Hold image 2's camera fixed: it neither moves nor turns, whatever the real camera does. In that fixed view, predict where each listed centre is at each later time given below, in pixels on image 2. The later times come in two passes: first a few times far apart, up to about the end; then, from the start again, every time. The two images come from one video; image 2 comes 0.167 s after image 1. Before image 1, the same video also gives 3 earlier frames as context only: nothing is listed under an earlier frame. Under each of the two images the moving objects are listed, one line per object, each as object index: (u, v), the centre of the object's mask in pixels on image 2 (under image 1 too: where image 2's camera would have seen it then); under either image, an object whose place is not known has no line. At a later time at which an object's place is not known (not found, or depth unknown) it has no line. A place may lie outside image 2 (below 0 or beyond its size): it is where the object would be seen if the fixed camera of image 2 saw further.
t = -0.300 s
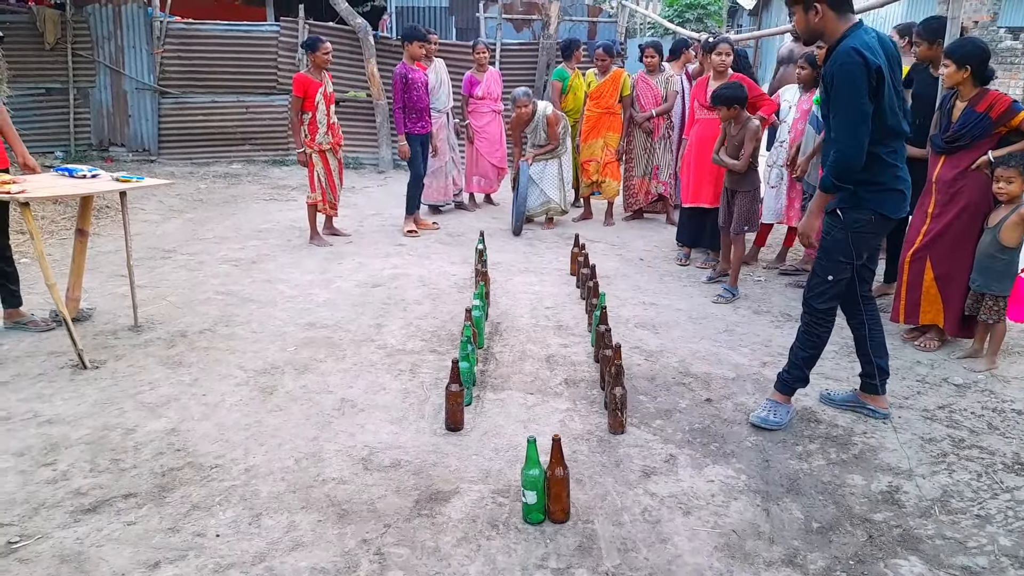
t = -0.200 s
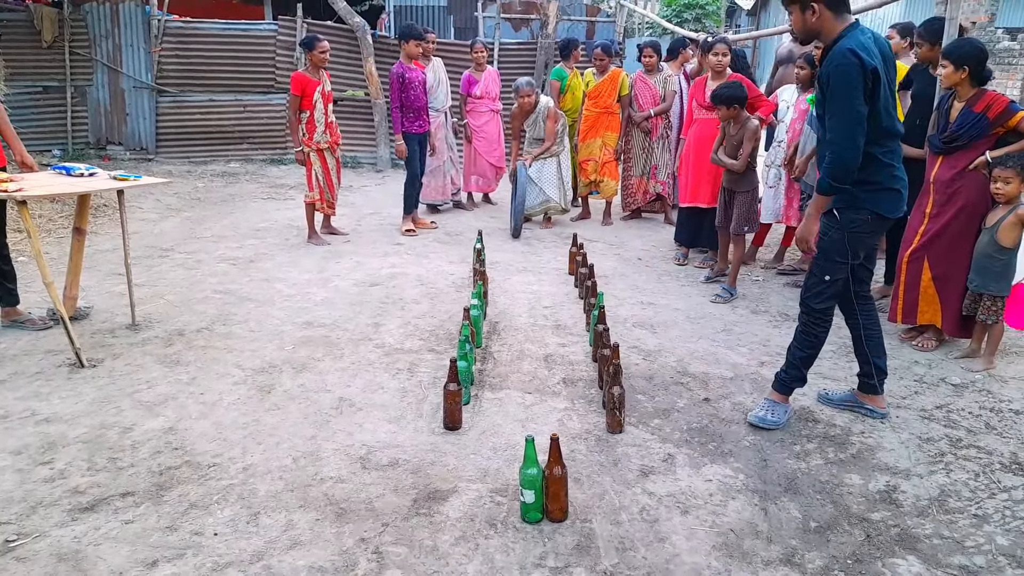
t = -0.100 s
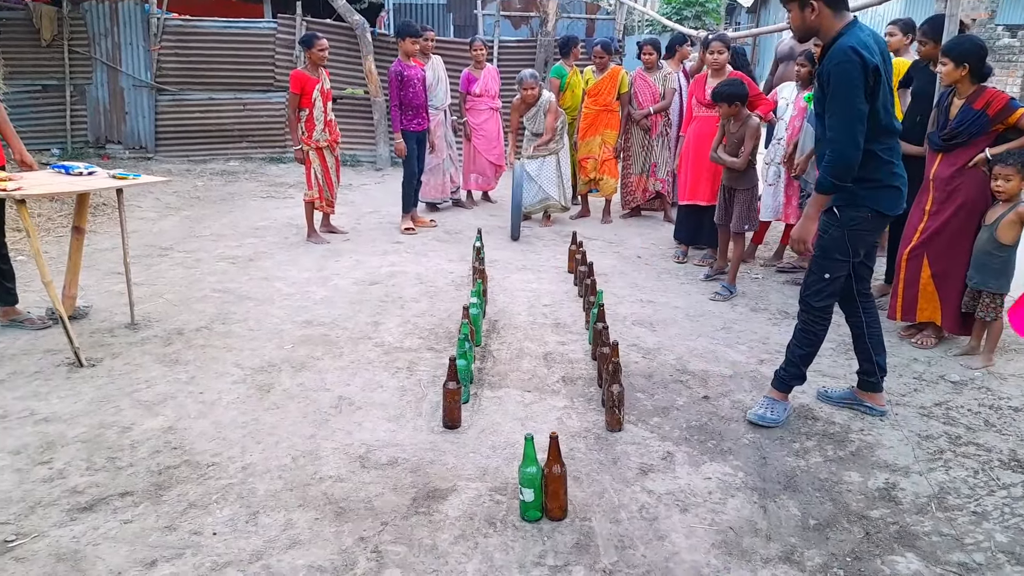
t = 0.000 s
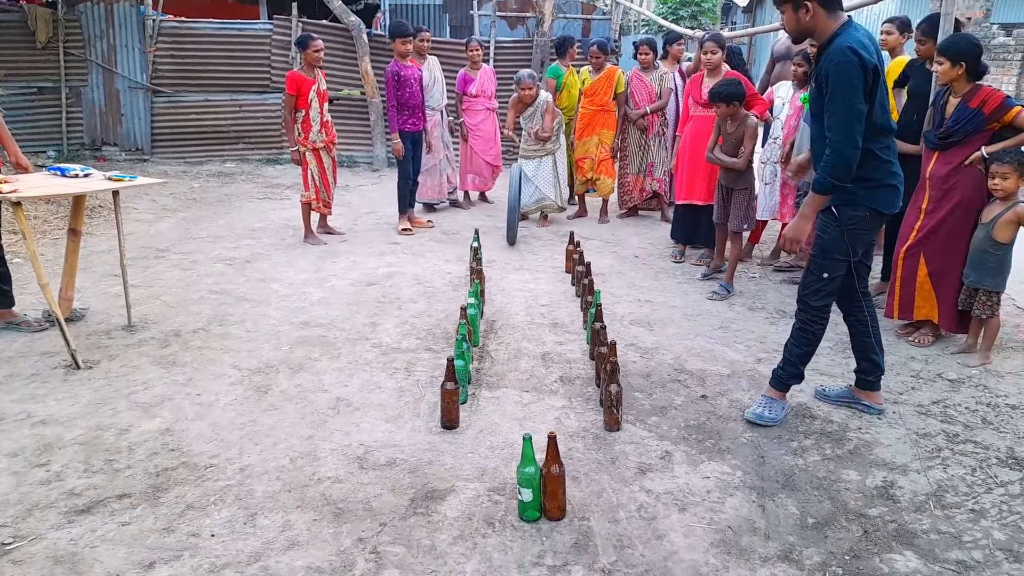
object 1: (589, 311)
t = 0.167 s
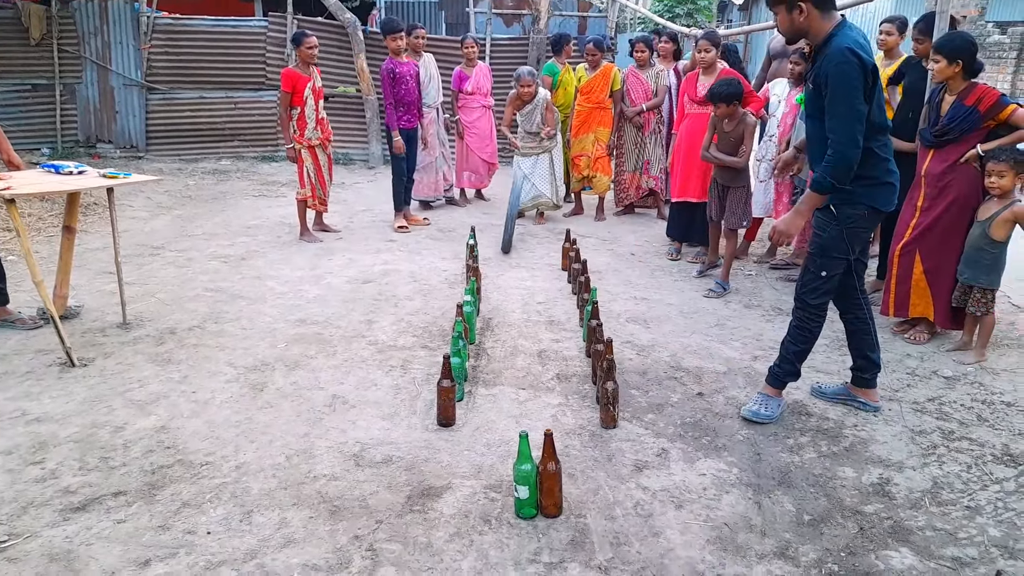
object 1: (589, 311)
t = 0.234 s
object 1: (589, 311)
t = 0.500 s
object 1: (588, 312)
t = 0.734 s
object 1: (588, 312)
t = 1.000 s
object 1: (589, 311)
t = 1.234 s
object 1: (585, 323)
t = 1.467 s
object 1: (567, 352)
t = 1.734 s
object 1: (564, 352)
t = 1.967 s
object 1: (564, 352)
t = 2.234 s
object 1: (563, 352)
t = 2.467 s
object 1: (563, 352)
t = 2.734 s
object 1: (563, 352)
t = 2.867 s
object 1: (563, 352)
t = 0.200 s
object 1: (589, 311)
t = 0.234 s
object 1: (589, 311)
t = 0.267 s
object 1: (589, 311)
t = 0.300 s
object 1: (589, 311)
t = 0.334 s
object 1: (589, 312)
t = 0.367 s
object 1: (589, 310)
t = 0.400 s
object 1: (589, 311)
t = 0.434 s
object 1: (589, 311)
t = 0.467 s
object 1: (588, 312)
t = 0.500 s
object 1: (588, 312)
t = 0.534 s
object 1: (588, 311)
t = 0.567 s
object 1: (589, 311)
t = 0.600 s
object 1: (589, 311)
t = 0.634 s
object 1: (589, 311)
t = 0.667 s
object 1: (589, 311)
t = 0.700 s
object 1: (588, 311)
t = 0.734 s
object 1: (588, 312)
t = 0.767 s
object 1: (588, 312)
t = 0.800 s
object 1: (588, 312)
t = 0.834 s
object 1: (589, 311)
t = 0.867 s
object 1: (589, 311)
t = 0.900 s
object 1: (589, 312)
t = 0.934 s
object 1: (588, 312)
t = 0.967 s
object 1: (589, 312)
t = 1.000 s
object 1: (589, 311)
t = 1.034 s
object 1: (589, 311)
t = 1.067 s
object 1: (588, 312)
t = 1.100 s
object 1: (588, 311)
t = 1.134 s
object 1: (587, 313)
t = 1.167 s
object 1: (587, 314)
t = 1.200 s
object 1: (586, 319)
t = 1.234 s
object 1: (585, 323)
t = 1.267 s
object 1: (582, 331)
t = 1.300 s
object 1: (580, 342)
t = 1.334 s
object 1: (577, 344)
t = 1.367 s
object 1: (574, 347)
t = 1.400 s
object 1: (571, 349)
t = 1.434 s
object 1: (569, 351)
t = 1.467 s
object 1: (567, 352)
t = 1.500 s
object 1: (566, 352)
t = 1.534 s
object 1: (565, 352)
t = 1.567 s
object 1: (565, 353)
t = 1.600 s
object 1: (565, 353)
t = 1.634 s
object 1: (565, 352)
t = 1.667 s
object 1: (565, 352)
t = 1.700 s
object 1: (565, 352)
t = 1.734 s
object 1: (564, 352)
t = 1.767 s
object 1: (564, 352)
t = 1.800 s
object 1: (564, 352)
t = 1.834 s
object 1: (564, 351)
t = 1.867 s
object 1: (563, 352)
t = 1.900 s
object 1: (563, 352)
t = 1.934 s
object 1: (563, 352)
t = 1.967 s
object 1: (564, 352)
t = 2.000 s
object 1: (564, 352)
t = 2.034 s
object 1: (563, 352)
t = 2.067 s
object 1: (563, 352)
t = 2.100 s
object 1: (563, 352)
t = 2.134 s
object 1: (563, 352)
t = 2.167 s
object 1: (563, 352)
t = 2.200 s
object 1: (563, 352)
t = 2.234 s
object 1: (563, 352)
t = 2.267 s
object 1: (563, 352)
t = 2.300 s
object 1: (563, 352)
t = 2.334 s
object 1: (563, 352)
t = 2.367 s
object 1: (563, 352)
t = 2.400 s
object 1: (563, 352)
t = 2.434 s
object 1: (563, 352)
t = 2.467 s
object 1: (563, 352)
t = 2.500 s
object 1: (563, 352)
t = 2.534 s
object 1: (563, 352)
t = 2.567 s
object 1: (563, 352)
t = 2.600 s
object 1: (563, 352)
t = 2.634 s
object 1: (563, 352)
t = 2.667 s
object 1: (563, 352)
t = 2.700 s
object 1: (563, 352)
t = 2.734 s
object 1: (563, 352)
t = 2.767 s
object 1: (563, 352)
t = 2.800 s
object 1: (563, 352)
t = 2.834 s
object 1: (563, 352)
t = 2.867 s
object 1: (563, 352)
